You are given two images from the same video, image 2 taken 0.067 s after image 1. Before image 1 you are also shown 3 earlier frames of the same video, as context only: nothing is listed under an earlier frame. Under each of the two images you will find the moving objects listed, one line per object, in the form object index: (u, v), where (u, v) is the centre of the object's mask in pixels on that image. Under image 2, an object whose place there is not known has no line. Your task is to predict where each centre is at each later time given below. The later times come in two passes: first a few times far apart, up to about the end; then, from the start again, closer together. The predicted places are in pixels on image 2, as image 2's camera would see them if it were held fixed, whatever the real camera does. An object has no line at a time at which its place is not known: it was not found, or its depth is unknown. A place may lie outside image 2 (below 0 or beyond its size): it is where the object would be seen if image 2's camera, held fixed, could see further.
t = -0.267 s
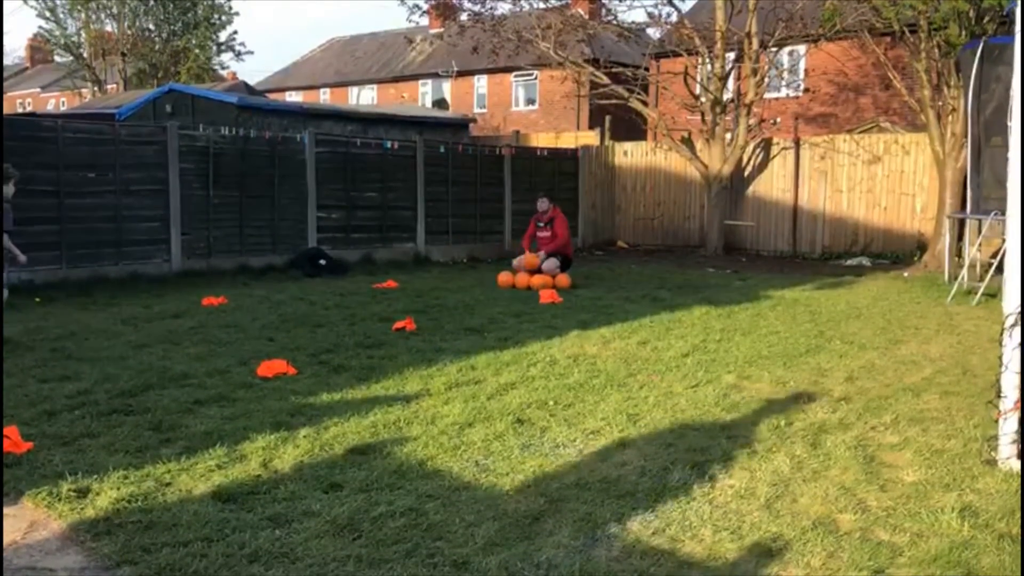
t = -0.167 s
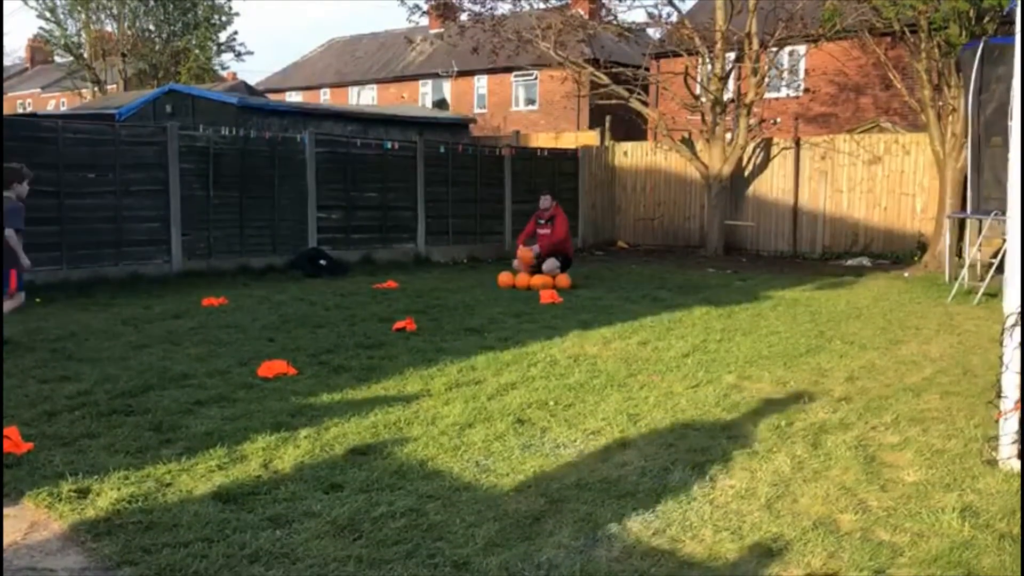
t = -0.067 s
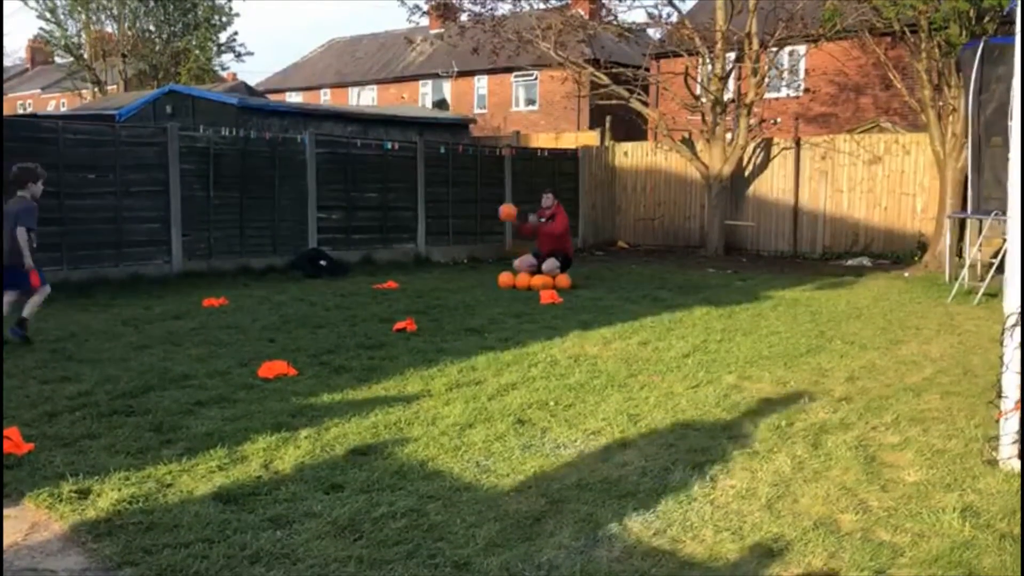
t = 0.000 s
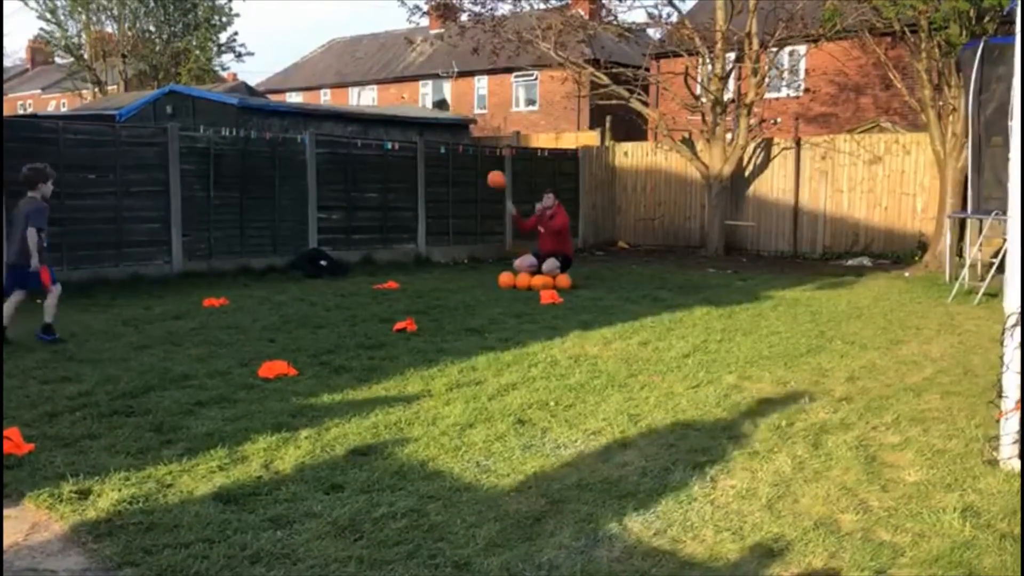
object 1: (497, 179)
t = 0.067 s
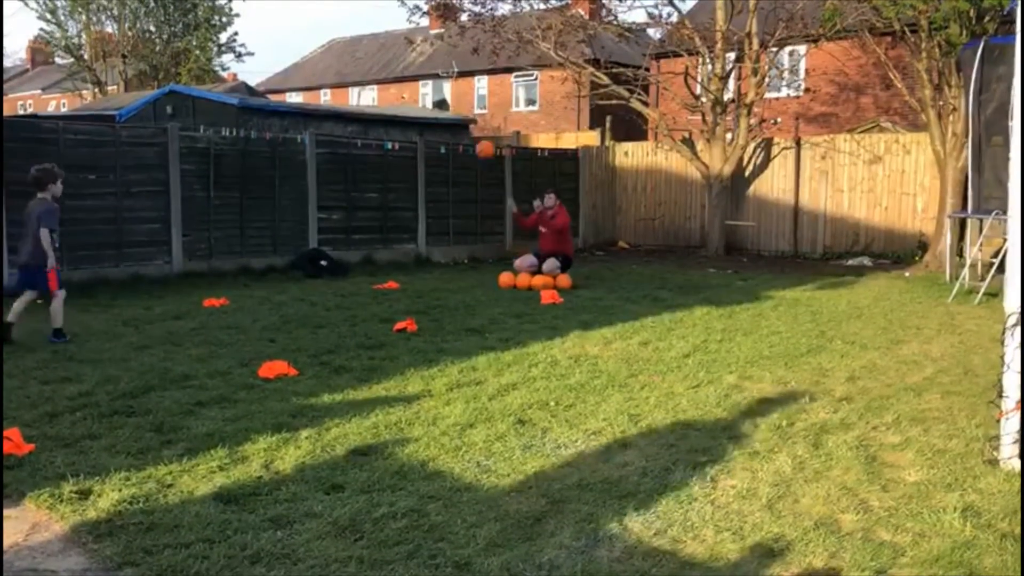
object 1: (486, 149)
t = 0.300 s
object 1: (442, 71)
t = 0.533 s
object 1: (394, 43)
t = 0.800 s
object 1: (333, 83)
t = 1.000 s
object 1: (284, 171)
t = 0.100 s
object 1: (478, 135)
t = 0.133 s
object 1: (475, 123)
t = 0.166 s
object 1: (467, 110)
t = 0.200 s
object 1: (461, 99)
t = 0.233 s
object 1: (455, 89)
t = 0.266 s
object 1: (449, 80)
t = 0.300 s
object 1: (442, 71)
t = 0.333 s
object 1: (436, 64)
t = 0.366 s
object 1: (428, 58)
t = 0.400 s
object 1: (422, 52)
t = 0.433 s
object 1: (415, 48)
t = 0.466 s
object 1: (408, 46)
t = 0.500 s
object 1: (401, 44)
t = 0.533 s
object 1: (394, 43)
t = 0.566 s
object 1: (390, 42)
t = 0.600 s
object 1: (381, 44)
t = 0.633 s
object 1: (373, 47)
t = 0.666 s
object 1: (364, 52)
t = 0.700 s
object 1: (357, 58)
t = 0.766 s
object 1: (340, 72)
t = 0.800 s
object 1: (333, 83)
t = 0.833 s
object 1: (325, 93)
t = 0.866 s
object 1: (318, 107)
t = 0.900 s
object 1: (309, 120)
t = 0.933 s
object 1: (301, 135)
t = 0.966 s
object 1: (292, 152)
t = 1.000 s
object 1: (284, 171)
